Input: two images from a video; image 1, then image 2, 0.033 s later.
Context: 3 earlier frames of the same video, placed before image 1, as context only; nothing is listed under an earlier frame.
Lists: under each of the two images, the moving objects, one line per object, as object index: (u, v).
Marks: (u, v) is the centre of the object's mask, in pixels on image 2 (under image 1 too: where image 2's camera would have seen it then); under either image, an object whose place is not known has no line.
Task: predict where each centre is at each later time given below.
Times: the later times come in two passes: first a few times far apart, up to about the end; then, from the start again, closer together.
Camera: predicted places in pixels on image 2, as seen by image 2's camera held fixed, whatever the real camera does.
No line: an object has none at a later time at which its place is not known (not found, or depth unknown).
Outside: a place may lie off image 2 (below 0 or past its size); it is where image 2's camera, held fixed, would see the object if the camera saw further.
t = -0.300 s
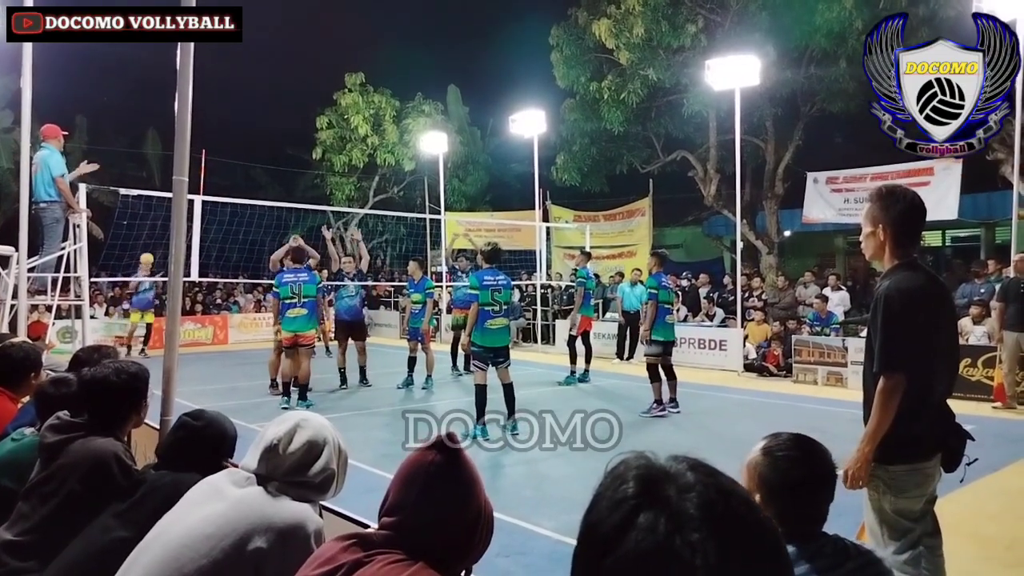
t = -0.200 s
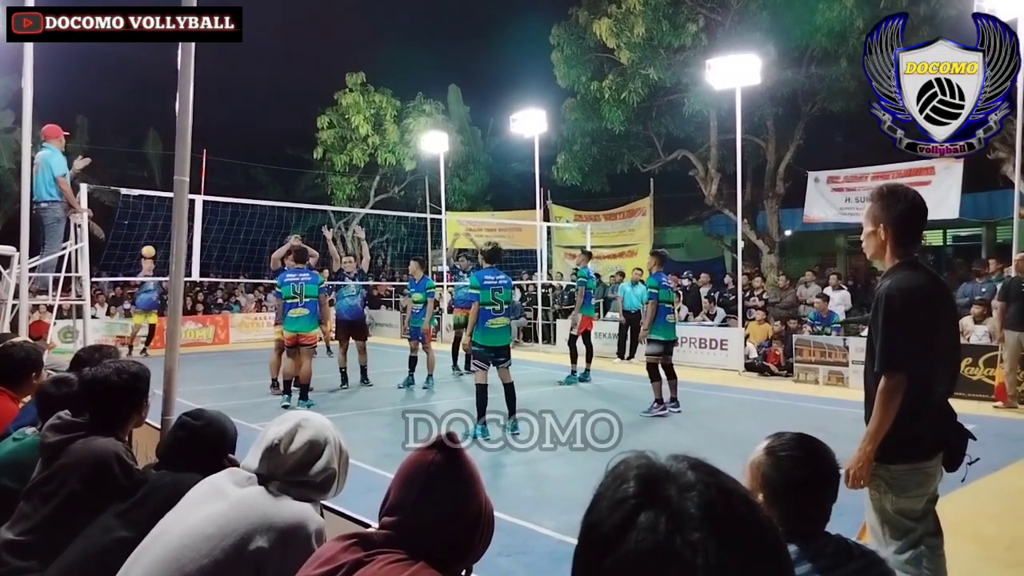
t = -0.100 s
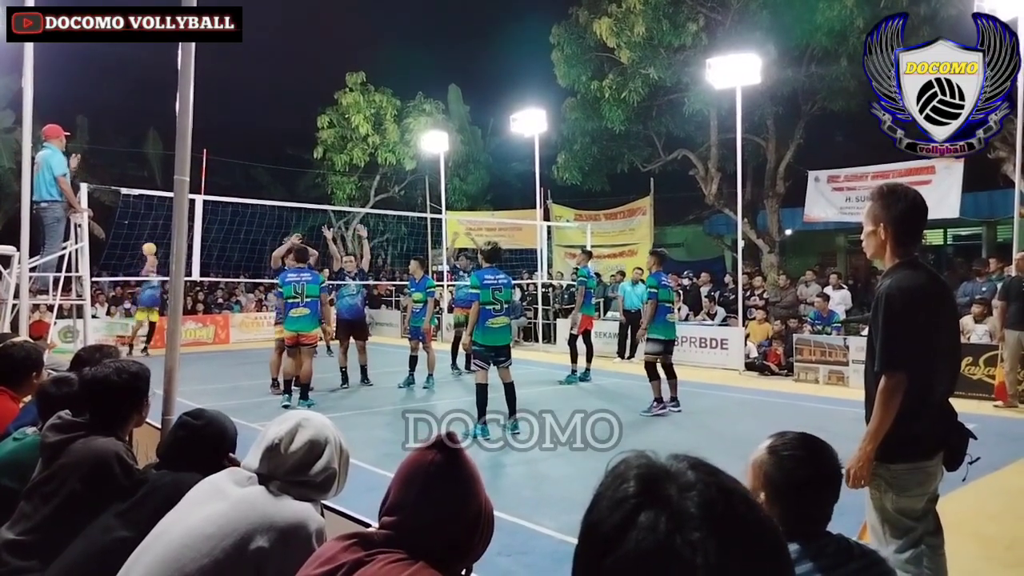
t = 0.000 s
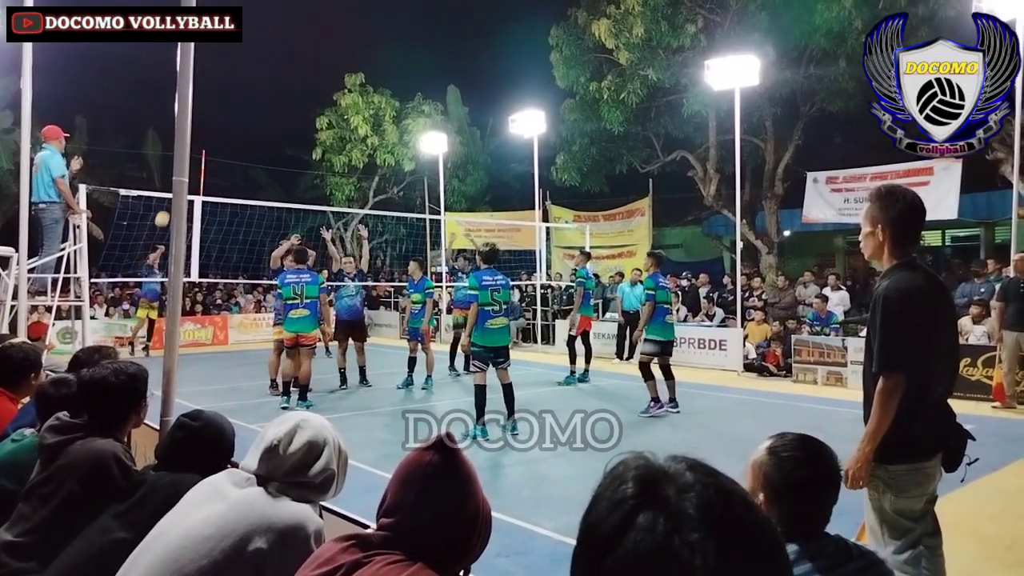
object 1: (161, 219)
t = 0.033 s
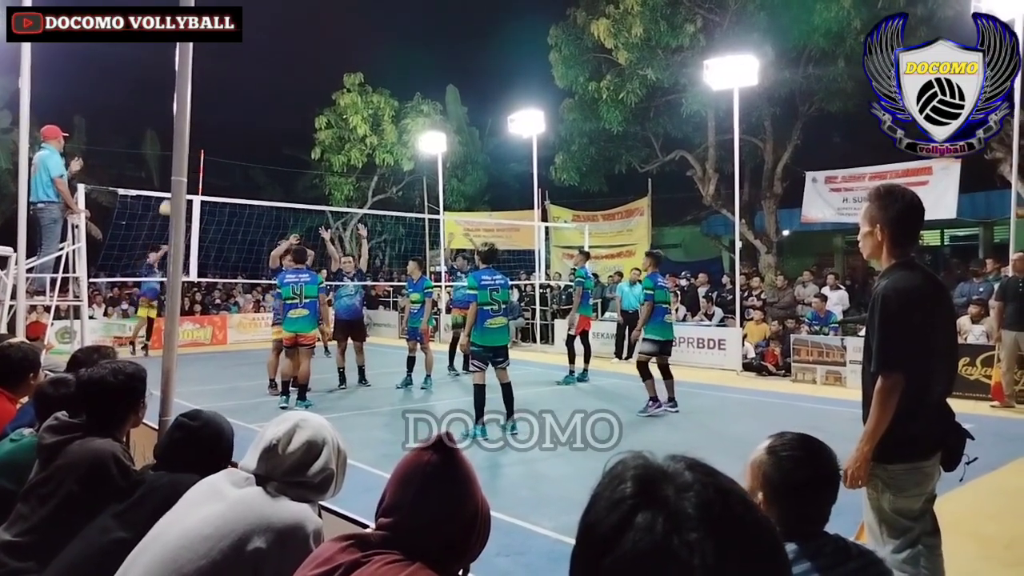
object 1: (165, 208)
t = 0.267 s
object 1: (206, 144)
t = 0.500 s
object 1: (247, 106)
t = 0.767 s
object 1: (299, 99)
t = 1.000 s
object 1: (348, 130)
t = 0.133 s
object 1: (189, 177)
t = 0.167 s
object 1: (191, 168)
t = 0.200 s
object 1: (194, 159)
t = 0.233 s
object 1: (200, 151)
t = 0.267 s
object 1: (206, 144)
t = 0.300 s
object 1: (211, 137)
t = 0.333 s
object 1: (217, 130)
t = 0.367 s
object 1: (223, 124)
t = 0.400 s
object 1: (229, 119)
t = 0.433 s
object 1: (235, 114)
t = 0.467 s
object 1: (241, 109)
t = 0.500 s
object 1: (247, 106)
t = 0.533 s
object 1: (253, 103)
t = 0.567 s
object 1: (260, 100)
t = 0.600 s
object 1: (266, 99)
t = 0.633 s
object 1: (273, 98)
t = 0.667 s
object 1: (279, 97)
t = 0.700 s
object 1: (286, 97)
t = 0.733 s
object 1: (292, 97)
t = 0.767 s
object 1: (299, 99)
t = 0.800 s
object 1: (306, 101)
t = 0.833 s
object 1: (313, 104)
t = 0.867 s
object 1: (319, 108)
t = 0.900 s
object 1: (326, 112)
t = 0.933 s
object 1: (334, 117)
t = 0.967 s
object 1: (341, 123)
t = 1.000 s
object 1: (348, 130)
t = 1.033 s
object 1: (355, 137)
